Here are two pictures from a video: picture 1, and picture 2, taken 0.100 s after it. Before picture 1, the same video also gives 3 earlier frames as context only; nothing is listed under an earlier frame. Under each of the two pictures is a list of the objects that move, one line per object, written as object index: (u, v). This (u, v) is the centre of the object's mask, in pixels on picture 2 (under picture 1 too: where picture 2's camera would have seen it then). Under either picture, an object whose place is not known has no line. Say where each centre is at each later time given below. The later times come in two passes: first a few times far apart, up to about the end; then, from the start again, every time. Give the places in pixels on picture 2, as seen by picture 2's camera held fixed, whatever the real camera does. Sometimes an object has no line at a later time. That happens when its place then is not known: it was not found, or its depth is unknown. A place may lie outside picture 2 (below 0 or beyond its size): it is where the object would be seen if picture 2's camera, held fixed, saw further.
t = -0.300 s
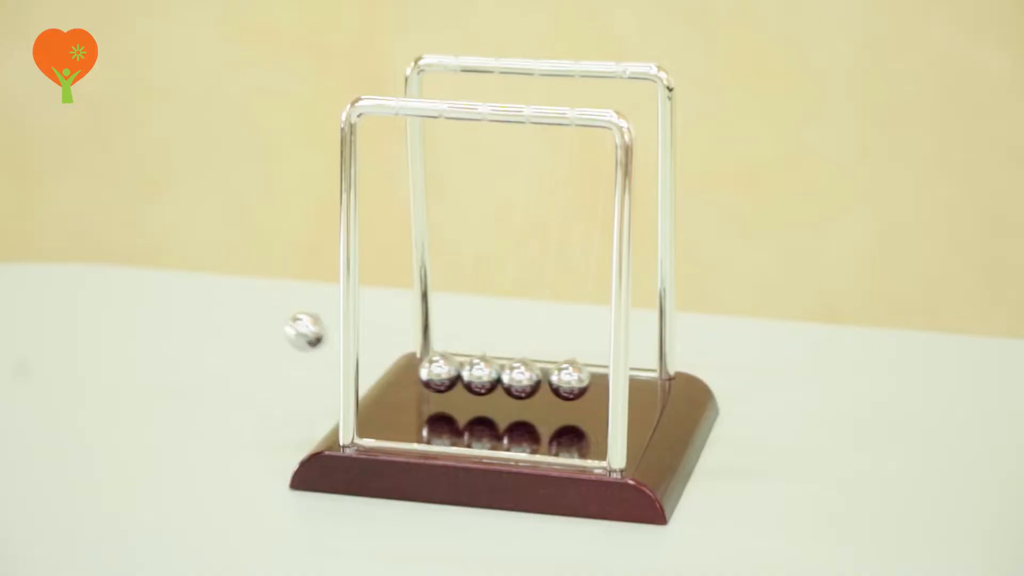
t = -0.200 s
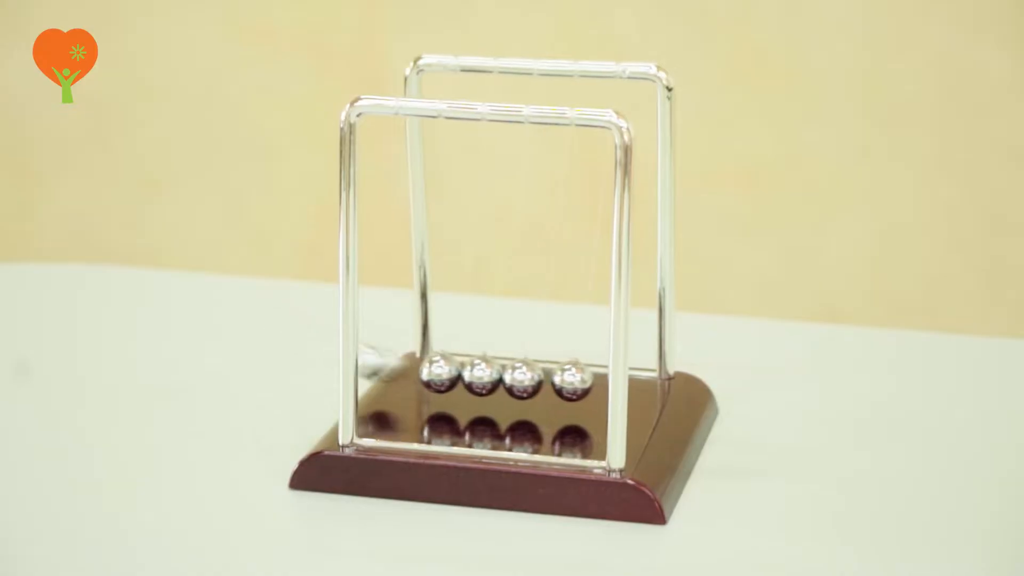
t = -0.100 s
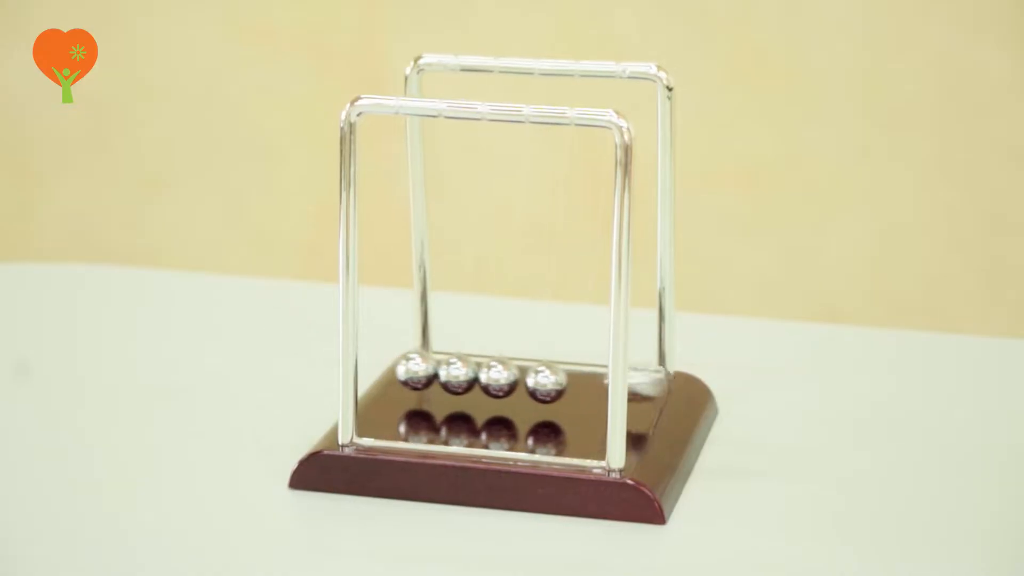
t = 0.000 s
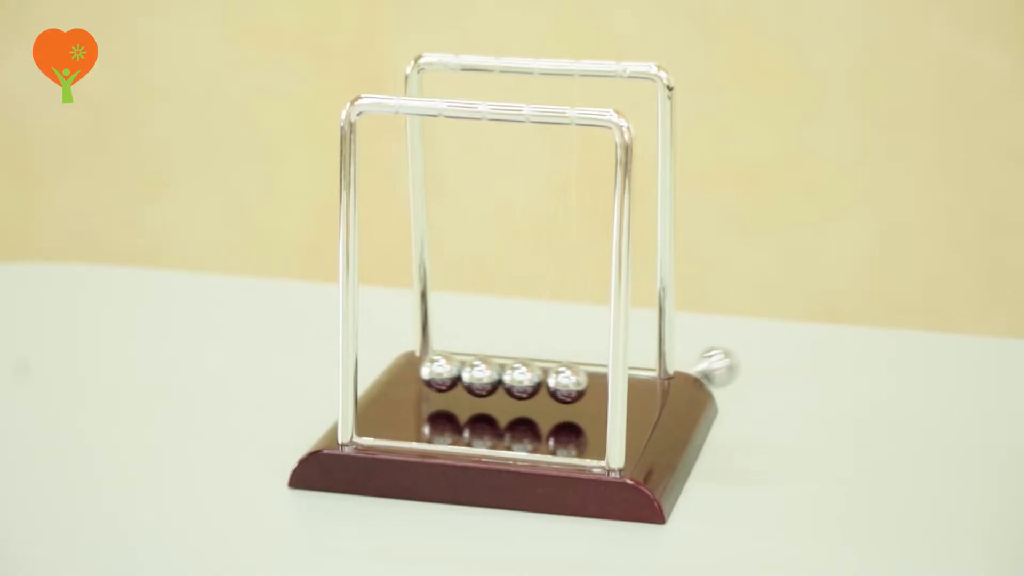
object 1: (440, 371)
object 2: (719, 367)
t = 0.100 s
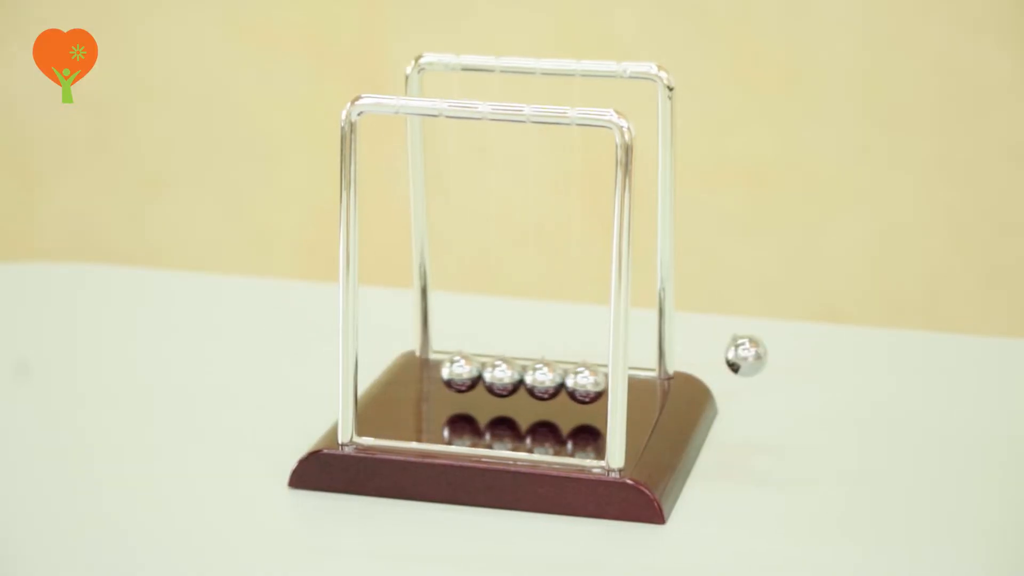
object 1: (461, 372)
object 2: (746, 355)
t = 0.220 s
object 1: (465, 372)
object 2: (703, 371)
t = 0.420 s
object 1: (367, 359)
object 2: (596, 384)
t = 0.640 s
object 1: (306, 333)
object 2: (564, 379)
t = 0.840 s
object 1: (411, 369)
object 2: (599, 385)
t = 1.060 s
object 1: (464, 372)
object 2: (733, 361)
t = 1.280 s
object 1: (445, 373)
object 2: (636, 384)
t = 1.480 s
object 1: (316, 340)
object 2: (574, 382)
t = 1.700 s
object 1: (371, 363)
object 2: (565, 380)
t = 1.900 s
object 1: (437, 373)
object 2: (684, 379)
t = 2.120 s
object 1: (468, 374)
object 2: (688, 377)
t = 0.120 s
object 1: (463, 372)
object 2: (745, 356)
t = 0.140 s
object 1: (464, 372)
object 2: (741, 358)
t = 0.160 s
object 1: (465, 372)
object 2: (734, 360)
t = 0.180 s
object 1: (466, 372)
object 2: (726, 364)
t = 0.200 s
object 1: (465, 372)
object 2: (715, 367)
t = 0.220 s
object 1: (465, 372)
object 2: (703, 371)
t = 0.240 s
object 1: (463, 373)
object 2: (688, 377)
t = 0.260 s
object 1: (462, 373)
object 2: (673, 380)
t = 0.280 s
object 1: (460, 373)
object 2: (656, 382)
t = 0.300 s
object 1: (457, 373)
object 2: (646, 382)
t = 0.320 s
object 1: (449, 373)
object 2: (637, 382)
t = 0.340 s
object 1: (431, 372)
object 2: (635, 383)
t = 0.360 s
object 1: (413, 370)
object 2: (633, 384)
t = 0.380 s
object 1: (396, 368)
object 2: (601, 381)
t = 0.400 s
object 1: (380, 364)
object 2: (599, 384)
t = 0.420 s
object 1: (367, 359)
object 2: (596, 384)
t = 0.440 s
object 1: (361, 354)
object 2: (594, 384)
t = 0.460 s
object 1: (326, 346)
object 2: (591, 383)
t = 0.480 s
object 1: (320, 342)
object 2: (588, 383)
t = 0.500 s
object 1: (314, 337)
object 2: (585, 383)
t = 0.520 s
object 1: (307, 333)
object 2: (579, 382)
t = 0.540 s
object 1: (301, 330)
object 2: (575, 381)
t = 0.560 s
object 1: (298, 328)
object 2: (571, 381)
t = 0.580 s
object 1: (298, 328)
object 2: (568, 380)
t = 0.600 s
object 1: (299, 328)
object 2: (566, 380)
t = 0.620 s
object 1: (302, 330)
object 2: (565, 379)
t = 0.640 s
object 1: (306, 333)
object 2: (564, 379)
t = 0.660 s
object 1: (314, 337)
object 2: (564, 379)
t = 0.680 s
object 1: (320, 342)
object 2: (564, 379)
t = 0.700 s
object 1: (326, 347)
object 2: (565, 380)
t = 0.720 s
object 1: (363, 358)
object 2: (566, 380)
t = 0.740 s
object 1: (367, 359)
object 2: (568, 380)
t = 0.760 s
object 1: (380, 365)
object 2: (570, 380)
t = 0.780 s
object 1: (393, 367)
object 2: (573, 381)
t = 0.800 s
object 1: (403, 369)
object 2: (579, 381)
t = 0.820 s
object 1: (407, 369)
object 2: (590, 383)
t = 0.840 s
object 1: (411, 369)
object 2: (599, 385)
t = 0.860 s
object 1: (415, 370)
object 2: (641, 383)
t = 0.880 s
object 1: (421, 370)
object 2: (653, 383)
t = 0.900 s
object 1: (426, 370)
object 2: (667, 381)
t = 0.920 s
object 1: (431, 371)
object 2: (682, 378)
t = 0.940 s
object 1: (437, 371)
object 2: (694, 375)
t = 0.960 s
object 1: (442, 371)
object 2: (705, 371)
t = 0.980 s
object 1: (448, 371)
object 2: (716, 368)
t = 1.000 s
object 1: (452, 372)
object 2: (724, 365)
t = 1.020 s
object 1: (457, 372)
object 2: (729, 363)
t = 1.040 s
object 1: (462, 372)
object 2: (732, 361)
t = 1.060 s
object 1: (464, 372)
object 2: (733, 361)
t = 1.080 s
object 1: (466, 373)
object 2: (731, 362)
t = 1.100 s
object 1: (467, 373)
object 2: (728, 363)
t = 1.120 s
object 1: (468, 372)
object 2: (722, 365)
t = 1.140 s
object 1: (468, 372)
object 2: (713, 368)
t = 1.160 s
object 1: (468, 372)
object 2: (703, 371)
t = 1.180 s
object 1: (467, 372)
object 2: (692, 375)
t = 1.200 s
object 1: (465, 373)
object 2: (680, 378)
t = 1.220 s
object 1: (463, 373)
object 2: (665, 383)
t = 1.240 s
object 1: (460, 373)
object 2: (649, 382)
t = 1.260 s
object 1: (457, 373)
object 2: (639, 384)
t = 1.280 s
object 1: (445, 373)
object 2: (636, 384)
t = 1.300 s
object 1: (428, 371)
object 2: (634, 385)
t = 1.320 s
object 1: (413, 370)
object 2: (632, 385)
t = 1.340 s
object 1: (397, 368)
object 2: (600, 384)
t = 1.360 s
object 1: (380, 365)
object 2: (597, 384)
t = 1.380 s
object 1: (370, 361)
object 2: (594, 384)
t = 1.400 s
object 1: (363, 359)
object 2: (592, 384)
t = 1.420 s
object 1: (329, 351)
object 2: (588, 384)
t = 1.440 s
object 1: (324, 346)
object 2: (584, 383)
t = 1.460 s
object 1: (320, 343)
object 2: (579, 382)
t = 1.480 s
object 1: (316, 340)
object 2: (574, 382)
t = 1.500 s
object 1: (311, 338)
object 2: (569, 381)
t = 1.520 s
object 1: (309, 336)
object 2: (566, 381)
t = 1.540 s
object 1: (308, 335)
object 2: (564, 380)
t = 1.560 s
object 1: (309, 336)
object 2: (562, 379)
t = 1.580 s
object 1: (312, 338)
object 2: (560, 379)
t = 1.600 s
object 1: (316, 341)
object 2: (560, 379)
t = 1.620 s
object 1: (320, 343)
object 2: (560, 379)
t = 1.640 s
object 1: (325, 348)
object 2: (560, 379)
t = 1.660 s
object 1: (329, 353)
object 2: (561, 379)
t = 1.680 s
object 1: (364, 361)
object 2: (563, 380)
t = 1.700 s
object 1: (371, 363)
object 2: (565, 380)
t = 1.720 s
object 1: (387, 366)
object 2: (568, 380)
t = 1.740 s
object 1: (398, 368)
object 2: (571, 381)
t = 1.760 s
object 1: (402, 369)
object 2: (580, 383)
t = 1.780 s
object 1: (407, 370)
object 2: (590, 385)
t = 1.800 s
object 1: (411, 371)
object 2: (598, 384)
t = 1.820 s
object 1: (415, 372)
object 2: (639, 384)
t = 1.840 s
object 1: (421, 371)
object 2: (646, 384)
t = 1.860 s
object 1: (426, 372)
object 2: (661, 384)
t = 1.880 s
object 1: (431, 373)
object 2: (672, 381)
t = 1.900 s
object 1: (437, 373)
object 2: (684, 379)
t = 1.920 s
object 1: (443, 373)
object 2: (694, 376)
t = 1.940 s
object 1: (448, 374)
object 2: (702, 373)
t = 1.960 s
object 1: (453, 374)
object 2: (708, 370)
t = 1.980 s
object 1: (458, 374)
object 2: (713, 369)
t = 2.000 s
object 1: (462, 374)
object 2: (716, 368)
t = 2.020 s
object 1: (465, 374)
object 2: (716, 368)
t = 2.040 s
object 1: (467, 374)
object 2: (715, 368)
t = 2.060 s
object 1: (468, 374)
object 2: (711, 369)
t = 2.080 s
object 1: (469, 374)
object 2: (704, 372)
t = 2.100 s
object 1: (468, 374)
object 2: (697, 375)
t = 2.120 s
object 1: (468, 374)
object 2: (688, 377)
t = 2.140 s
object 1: (466, 374)
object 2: (677, 380)
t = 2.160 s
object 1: (464, 374)
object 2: (665, 383)
